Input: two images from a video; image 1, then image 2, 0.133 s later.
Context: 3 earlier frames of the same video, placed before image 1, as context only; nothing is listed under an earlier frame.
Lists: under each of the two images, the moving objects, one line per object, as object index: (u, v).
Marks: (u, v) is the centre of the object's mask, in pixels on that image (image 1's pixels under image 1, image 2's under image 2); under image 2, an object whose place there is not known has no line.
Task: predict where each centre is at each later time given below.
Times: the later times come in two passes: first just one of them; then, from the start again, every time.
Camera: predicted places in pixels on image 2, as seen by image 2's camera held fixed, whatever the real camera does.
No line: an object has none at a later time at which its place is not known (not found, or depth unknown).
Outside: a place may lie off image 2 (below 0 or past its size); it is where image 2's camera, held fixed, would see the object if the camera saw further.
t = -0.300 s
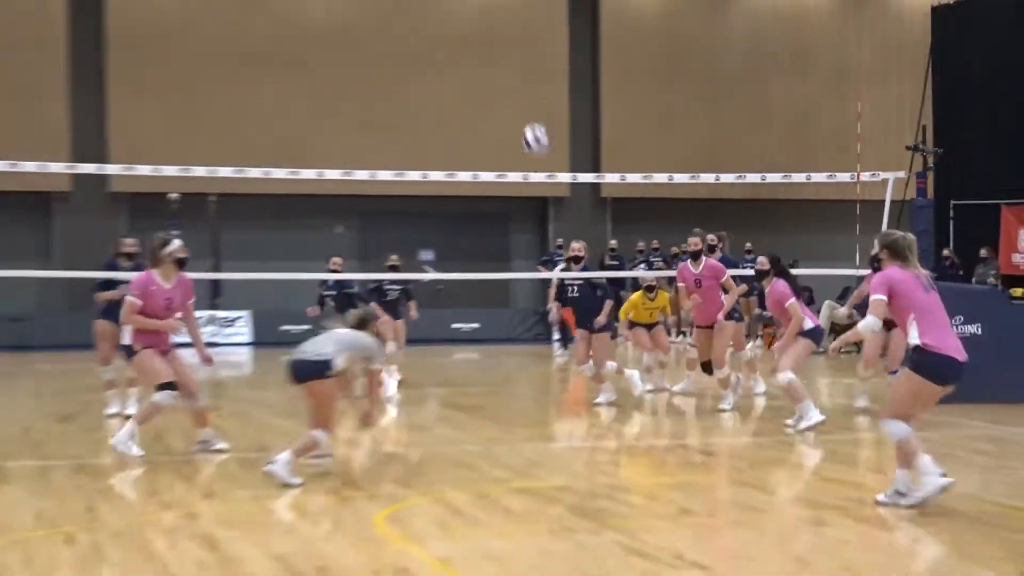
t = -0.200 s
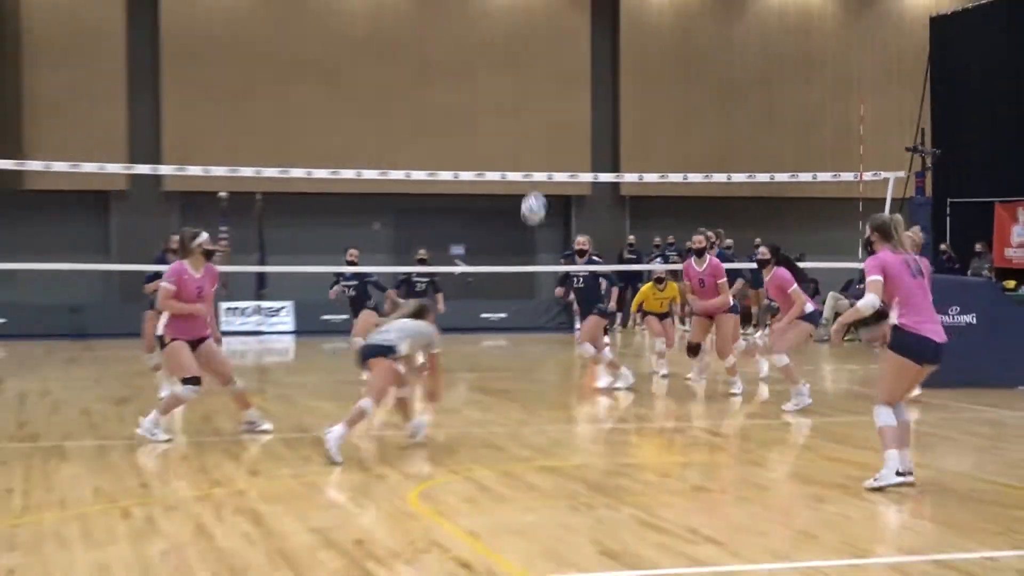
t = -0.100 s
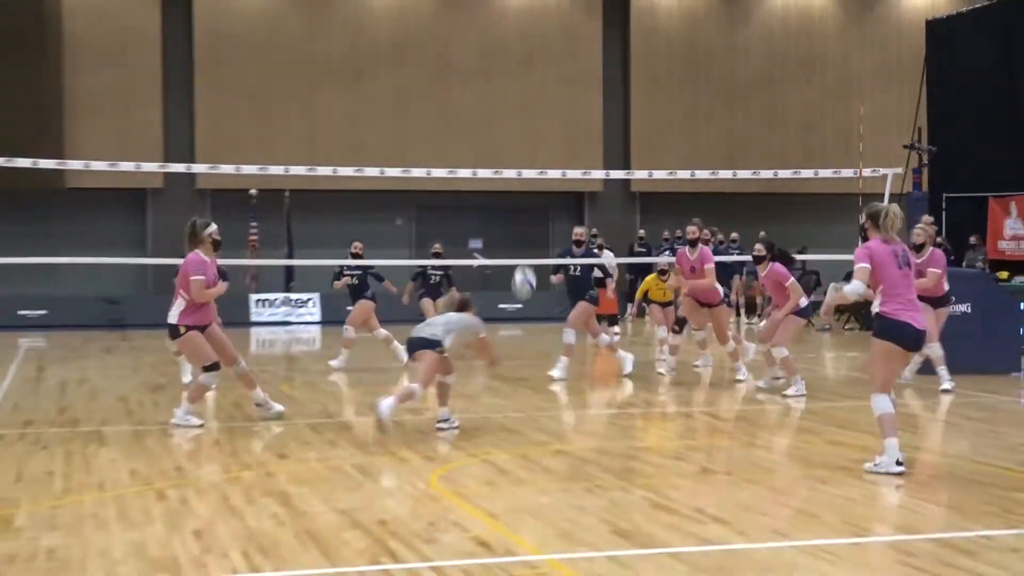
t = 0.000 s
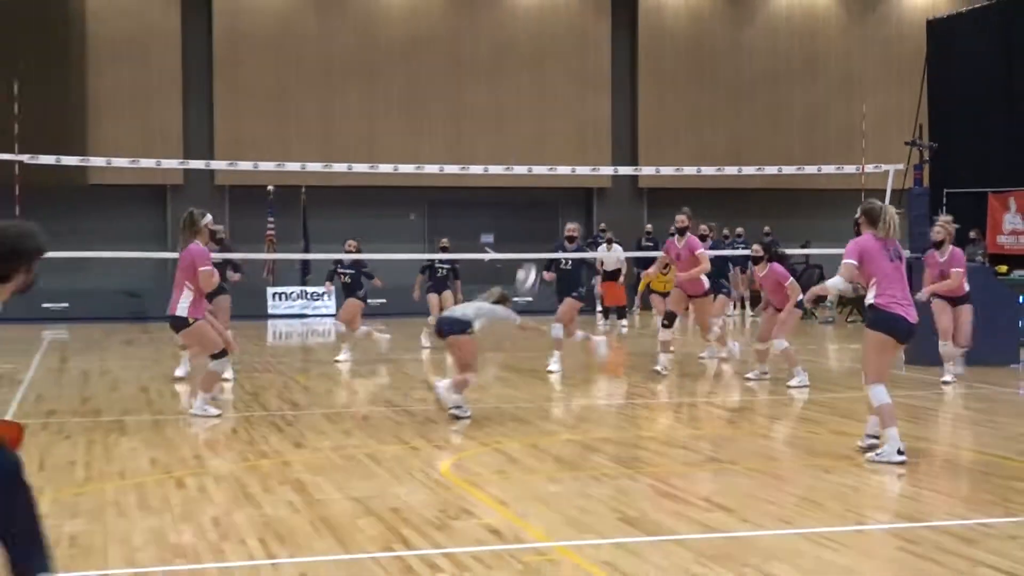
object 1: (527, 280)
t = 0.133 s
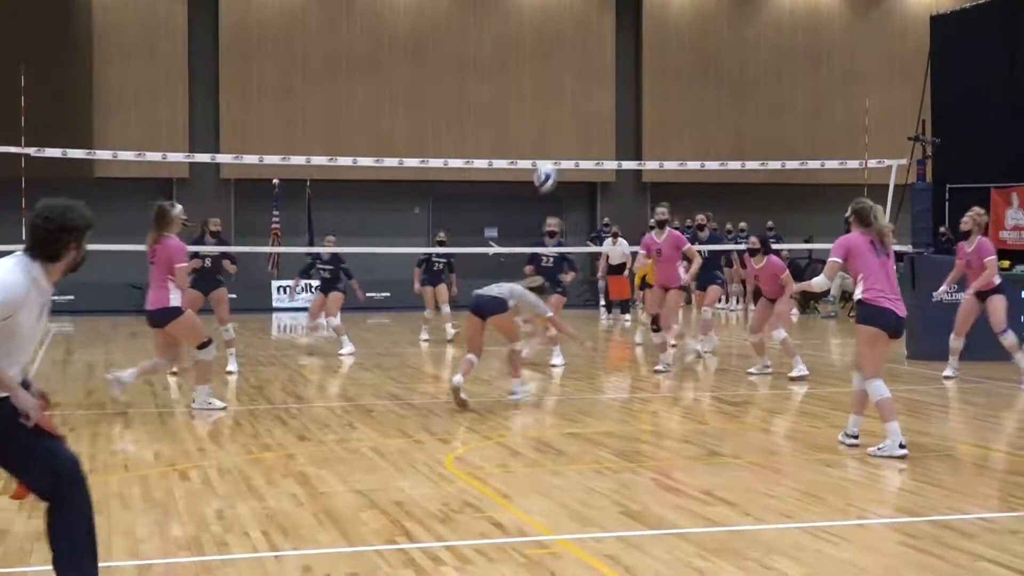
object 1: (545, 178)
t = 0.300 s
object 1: (561, 83)
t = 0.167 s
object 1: (550, 153)
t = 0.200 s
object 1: (552, 134)
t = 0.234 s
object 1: (556, 116)
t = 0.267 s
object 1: (560, 100)
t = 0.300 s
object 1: (561, 83)
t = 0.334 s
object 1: (563, 68)
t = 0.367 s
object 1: (566, 53)
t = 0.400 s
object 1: (568, 42)
